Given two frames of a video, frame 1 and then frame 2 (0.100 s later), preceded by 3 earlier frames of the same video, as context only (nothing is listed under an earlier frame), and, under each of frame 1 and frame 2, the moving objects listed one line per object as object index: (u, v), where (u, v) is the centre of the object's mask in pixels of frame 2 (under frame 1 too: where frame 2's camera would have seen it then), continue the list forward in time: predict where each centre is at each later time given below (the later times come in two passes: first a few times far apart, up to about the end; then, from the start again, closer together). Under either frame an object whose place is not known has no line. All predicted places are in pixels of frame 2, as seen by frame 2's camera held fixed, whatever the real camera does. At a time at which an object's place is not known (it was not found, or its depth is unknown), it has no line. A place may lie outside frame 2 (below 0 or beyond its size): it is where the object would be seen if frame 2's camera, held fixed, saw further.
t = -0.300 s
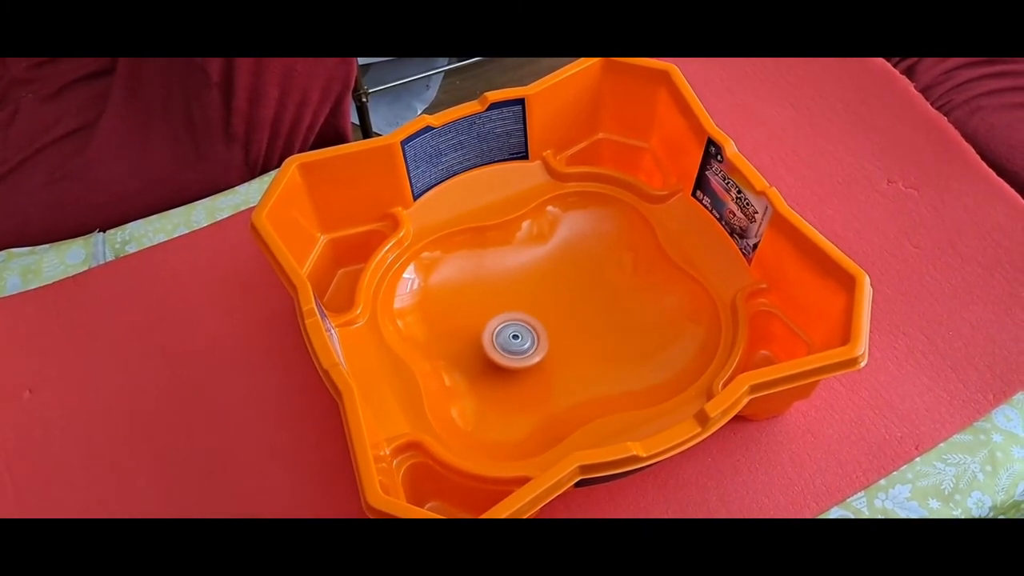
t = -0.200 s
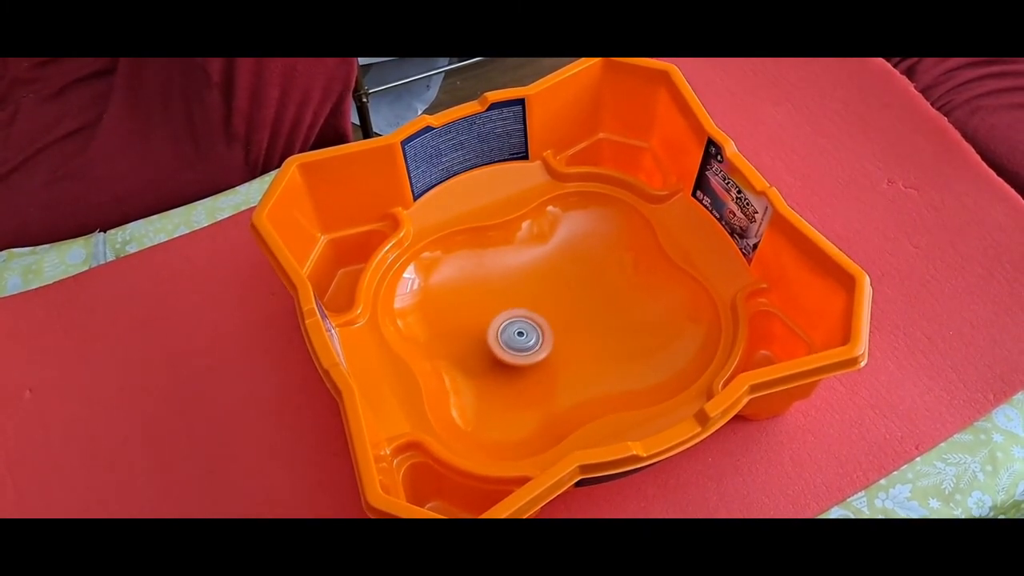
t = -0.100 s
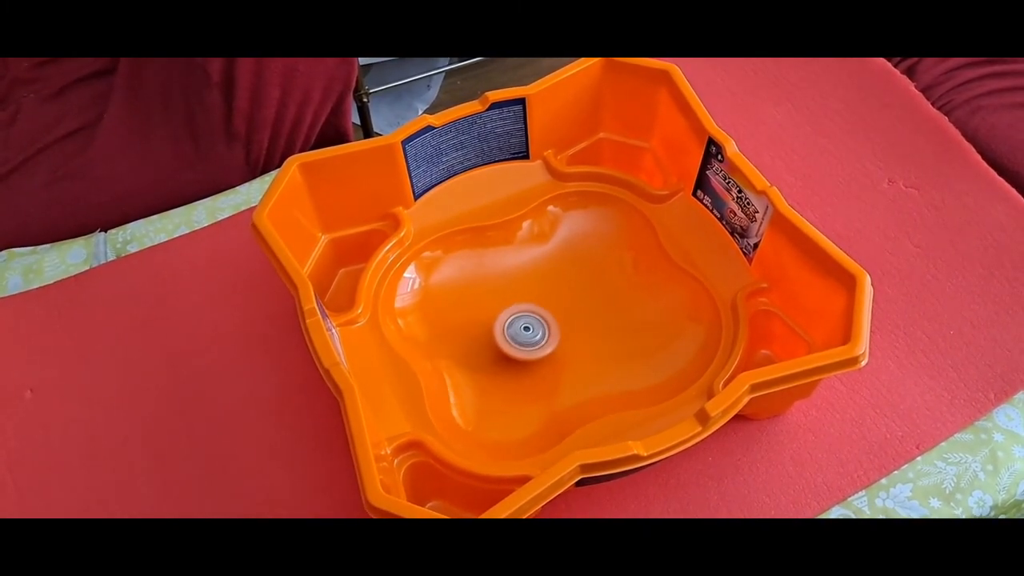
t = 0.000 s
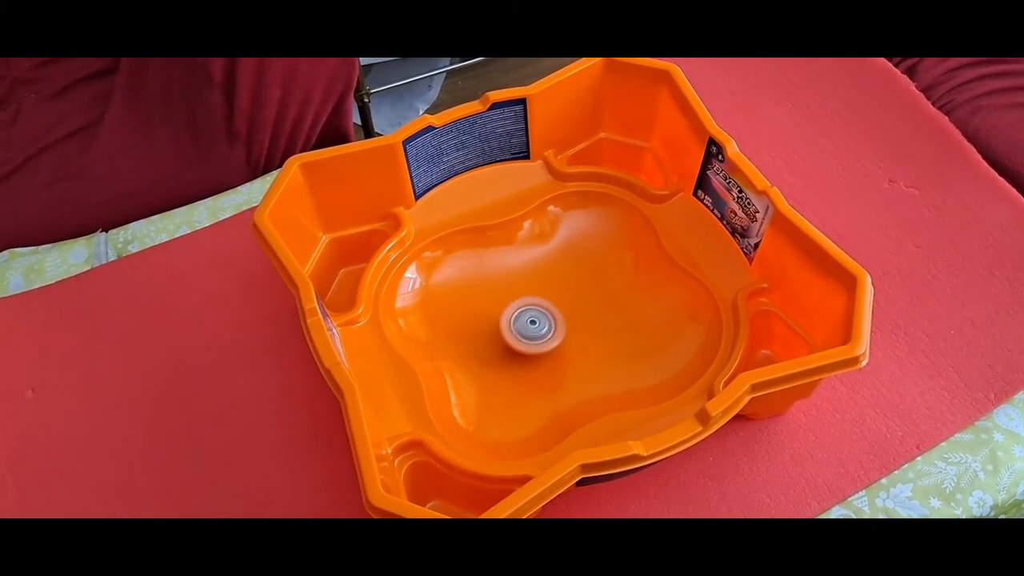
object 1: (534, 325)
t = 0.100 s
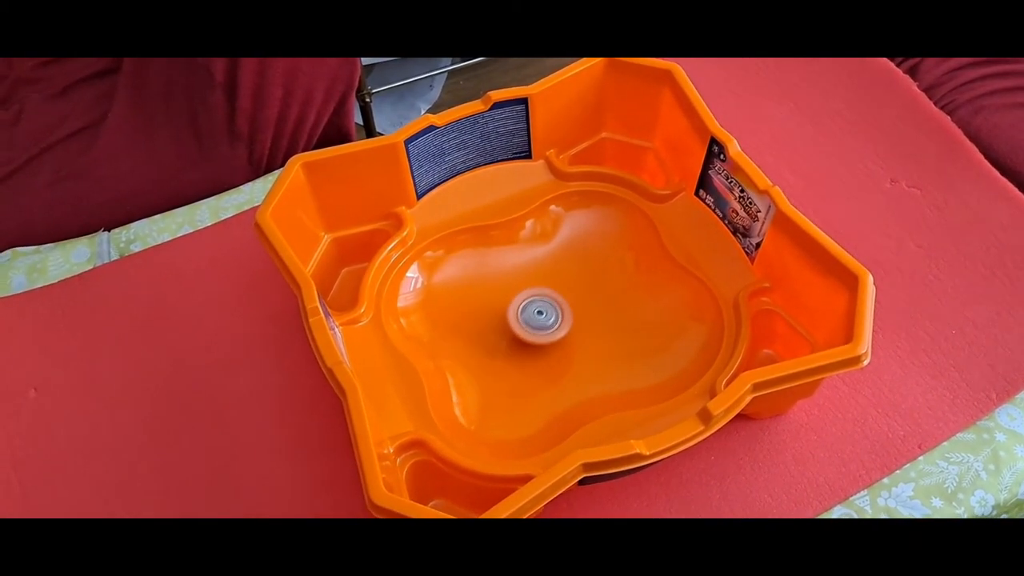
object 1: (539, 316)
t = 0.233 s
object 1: (543, 307)
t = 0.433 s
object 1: (542, 302)
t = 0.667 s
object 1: (559, 303)
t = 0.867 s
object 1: (568, 300)
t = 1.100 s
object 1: (574, 299)
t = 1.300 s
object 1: (573, 302)
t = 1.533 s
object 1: (564, 320)
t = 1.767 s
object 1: (569, 331)
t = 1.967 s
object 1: (574, 333)
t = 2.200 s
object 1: (568, 328)
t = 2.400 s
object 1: (553, 321)
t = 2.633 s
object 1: (535, 323)
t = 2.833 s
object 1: (528, 323)
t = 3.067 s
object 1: (530, 313)
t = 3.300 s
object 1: (530, 309)
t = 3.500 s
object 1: (535, 309)
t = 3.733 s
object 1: (544, 312)
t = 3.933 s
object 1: (554, 316)
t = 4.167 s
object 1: (561, 317)
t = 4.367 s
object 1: (567, 321)
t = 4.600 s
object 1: (569, 324)
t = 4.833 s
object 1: (567, 325)
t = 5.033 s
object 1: (561, 324)
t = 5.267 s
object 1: (551, 319)
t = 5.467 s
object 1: (544, 320)
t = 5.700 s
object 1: (542, 317)
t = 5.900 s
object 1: (542, 314)
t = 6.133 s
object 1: (542, 314)
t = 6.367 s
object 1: (549, 316)
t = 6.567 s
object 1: (554, 316)
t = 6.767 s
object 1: (557, 317)
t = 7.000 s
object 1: (561, 320)
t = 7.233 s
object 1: (563, 323)
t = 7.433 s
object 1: (562, 323)
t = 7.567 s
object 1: (559, 322)
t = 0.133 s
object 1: (541, 313)
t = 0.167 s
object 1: (542, 311)
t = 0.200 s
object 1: (543, 309)
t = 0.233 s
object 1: (543, 307)
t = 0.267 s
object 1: (542, 306)
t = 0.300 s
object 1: (541, 304)
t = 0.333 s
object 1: (541, 304)
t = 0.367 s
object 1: (541, 303)
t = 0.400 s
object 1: (541, 302)
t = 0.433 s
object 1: (542, 302)
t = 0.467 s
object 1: (544, 301)
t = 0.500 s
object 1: (546, 301)
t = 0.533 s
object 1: (549, 302)
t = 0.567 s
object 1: (552, 303)
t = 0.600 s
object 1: (555, 303)
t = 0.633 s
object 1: (557, 303)
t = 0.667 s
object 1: (559, 303)
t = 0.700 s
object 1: (561, 303)
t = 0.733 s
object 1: (562, 303)
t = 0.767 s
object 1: (564, 302)
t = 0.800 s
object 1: (565, 301)
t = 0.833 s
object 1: (566, 301)
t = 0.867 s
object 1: (568, 300)
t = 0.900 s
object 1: (569, 300)
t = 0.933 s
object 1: (571, 300)
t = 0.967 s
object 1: (572, 299)
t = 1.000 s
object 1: (572, 299)
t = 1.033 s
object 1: (573, 299)
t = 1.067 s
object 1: (574, 299)
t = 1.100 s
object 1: (574, 299)
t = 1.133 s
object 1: (575, 299)
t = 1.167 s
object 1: (575, 299)
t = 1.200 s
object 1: (575, 299)
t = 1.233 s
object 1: (574, 300)
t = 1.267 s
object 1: (574, 301)
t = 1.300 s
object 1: (573, 302)
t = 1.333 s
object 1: (572, 304)
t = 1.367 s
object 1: (571, 306)
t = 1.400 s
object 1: (570, 308)
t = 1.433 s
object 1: (568, 311)
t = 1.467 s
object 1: (567, 314)
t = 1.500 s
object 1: (566, 317)
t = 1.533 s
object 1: (564, 320)
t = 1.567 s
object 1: (564, 322)
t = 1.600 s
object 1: (564, 324)
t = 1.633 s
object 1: (564, 326)
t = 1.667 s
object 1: (565, 327)
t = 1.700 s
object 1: (566, 328)
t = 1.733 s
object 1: (568, 330)
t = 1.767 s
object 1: (569, 331)
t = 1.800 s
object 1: (570, 332)
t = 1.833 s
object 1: (571, 333)
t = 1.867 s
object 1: (572, 333)
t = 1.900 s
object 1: (573, 333)
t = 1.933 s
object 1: (573, 333)
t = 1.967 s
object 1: (574, 333)
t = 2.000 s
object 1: (574, 333)
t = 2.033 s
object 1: (574, 332)
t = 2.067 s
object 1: (574, 331)
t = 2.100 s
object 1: (573, 331)
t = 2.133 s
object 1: (572, 330)
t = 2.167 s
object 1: (570, 329)
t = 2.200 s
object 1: (568, 328)
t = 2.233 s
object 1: (566, 326)
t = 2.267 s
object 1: (564, 325)
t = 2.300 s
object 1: (561, 324)
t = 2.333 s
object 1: (559, 322)
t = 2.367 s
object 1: (556, 321)
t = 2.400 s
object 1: (553, 321)
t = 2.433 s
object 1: (550, 320)
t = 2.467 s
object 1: (546, 320)
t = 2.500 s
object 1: (544, 320)
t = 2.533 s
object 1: (542, 321)
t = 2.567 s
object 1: (539, 322)
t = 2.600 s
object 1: (537, 323)
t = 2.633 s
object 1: (535, 323)
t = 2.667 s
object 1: (534, 324)
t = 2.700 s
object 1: (532, 325)
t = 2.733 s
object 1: (531, 325)
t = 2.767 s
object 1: (529, 325)
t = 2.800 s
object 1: (528, 325)
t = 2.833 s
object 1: (528, 323)
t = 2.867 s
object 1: (527, 322)
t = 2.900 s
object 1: (528, 320)
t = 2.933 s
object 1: (528, 318)
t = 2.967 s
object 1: (529, 316)
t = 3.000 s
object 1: (529, 315)
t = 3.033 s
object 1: (530, 314)
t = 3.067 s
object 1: (530, 313)
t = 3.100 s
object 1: (530, 312)
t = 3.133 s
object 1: (529, 312)
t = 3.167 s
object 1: (530, 311)
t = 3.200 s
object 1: (530, 311)
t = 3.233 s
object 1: (530, 310)
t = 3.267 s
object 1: (530, 309)
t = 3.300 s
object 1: (530, 309)
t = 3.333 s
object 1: (531, 309)
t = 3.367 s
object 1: (532, 309)
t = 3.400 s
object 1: (532, 309)
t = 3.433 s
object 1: (533, 309)
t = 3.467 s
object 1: (534, 309)
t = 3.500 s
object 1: (535, 309)
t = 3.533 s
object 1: (536, 310)
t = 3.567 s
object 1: (537, 310)
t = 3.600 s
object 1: (538, 310)
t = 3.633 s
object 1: (540, 311)
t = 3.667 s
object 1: (541, 311)
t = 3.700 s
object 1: (543, 312)
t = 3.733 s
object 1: (544, 312)
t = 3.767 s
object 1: (546, 313)
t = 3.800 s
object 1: (548, 314)
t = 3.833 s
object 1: (549, 315)
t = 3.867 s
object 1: (551, 315)
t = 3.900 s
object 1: (553, 316)
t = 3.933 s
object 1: (554, 316)
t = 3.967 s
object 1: (556, 316)
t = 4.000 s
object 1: (556, 316)
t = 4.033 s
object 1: (558, 316)
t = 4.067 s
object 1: (559, 316)
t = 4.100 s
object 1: (559, 316)
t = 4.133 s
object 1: (560, 317)
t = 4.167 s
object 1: (561, 317)
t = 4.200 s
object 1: (562, 318)
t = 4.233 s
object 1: (563, 318)
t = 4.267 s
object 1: (564, 319)
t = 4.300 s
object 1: (565, 320)
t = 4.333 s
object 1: (566, 320)
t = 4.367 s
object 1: (567, 321)
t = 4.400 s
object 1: (567, 321)
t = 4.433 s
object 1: (568, 322)
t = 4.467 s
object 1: (568, 322)
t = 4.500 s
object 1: (569, 323)
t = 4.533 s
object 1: (569, 323)
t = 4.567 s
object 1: (569, 324)
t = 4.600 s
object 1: (569, 324)
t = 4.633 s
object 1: (569, 324)
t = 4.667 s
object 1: (569, 324)
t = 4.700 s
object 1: (569, 325)
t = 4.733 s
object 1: (568, 325)
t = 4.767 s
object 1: (568, 325)
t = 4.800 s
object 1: (568, 325)
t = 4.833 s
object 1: (567, 325)
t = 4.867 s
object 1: (566, 325)
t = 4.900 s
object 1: (566, 325)
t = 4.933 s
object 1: (565, 325)
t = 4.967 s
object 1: (564, 324)
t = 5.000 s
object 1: (562, 324)
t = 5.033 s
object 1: (561, 324)
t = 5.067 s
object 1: (560, 323)
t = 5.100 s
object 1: (559, 322)
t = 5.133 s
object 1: (558, 322)
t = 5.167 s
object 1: (557, 321)
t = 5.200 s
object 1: (555, 320)
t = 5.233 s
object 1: (553, 320)
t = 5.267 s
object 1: (551, 319)
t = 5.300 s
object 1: (549, 319)
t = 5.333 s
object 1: (547, 319)
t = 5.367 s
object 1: (546, 319)
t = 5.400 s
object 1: (545, 319)
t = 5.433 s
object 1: (544, 319)
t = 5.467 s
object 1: (544, 320)
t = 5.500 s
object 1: (544, 320)
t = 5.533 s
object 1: (543, 320)
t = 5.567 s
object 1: (543, 319)
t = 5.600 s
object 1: (542, 319)
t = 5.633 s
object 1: (542, 318)
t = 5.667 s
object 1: (542, 317)
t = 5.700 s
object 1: (542, 317)
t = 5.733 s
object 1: (542, 316)
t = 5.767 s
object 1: (542, 316)
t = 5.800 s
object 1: (542, 315)
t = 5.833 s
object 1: (542, 315)
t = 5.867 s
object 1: (542, 315)
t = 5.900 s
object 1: (542, 314)
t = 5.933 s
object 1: (542, 314)
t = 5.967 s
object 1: (542, 314)
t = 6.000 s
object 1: (542, 314)
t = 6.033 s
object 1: (542, 314)
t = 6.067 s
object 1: (542, 314)
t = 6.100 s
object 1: (542, 314)
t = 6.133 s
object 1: (542, 314)
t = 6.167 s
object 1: (543, 314)
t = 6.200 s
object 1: (543, 314)
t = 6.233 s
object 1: (544, 314)
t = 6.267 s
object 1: (545, 315)
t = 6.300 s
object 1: (546, 315)
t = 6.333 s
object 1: (548, 315)
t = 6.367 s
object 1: (549, 316)
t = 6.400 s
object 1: (550, 316)
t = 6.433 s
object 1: (551, 317)
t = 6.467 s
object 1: (552, 317)
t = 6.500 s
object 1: (553, 317)
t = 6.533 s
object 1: (554, 317)
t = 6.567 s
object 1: (554, 316)
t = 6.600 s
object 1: (555, 316)
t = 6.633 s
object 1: (555, 316)
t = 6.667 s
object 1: (556, 316)
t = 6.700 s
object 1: (556, 316)
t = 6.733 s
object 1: (557, 317)
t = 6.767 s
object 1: (557, 317)
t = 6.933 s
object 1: (560, 319)
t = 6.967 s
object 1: (560, 320)
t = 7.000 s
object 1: (561, 320)
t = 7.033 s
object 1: (561, 321)
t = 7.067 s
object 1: (561, 321)
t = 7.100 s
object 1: (562, 321)
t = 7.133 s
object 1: (562, 322)
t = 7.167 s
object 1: (563, 322)
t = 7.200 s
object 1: (563, 323)
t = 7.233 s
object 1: (563, 323)
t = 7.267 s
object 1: (563, 323)
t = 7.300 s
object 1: (563, 323)
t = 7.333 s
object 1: (563, 323)
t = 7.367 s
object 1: (563, 323)
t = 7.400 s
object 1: (562, 323)
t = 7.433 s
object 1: (562, 323)
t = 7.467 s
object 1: (561, 323)
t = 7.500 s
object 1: (561, 322)
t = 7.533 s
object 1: (560, 322)
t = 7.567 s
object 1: (559, 322)
